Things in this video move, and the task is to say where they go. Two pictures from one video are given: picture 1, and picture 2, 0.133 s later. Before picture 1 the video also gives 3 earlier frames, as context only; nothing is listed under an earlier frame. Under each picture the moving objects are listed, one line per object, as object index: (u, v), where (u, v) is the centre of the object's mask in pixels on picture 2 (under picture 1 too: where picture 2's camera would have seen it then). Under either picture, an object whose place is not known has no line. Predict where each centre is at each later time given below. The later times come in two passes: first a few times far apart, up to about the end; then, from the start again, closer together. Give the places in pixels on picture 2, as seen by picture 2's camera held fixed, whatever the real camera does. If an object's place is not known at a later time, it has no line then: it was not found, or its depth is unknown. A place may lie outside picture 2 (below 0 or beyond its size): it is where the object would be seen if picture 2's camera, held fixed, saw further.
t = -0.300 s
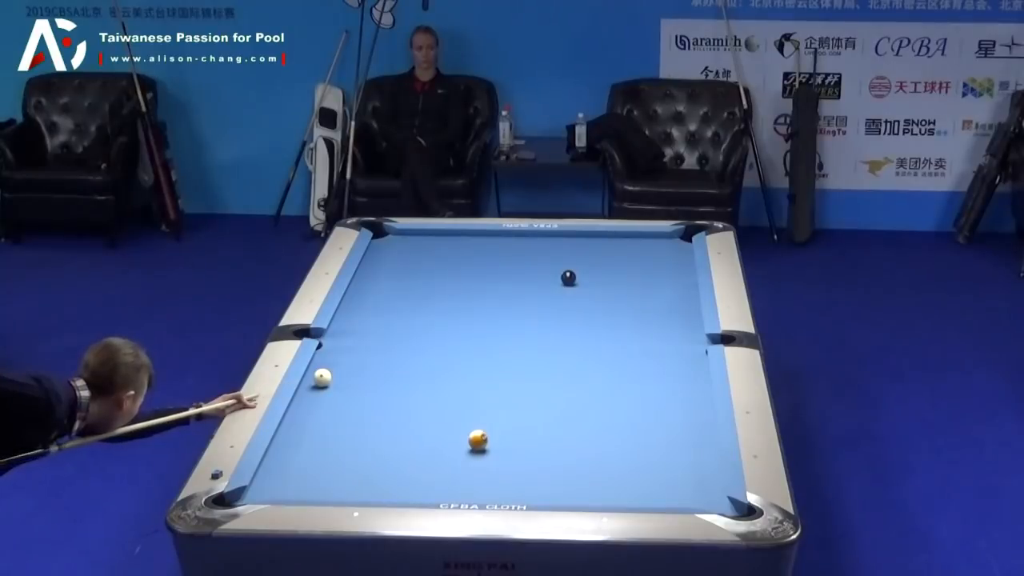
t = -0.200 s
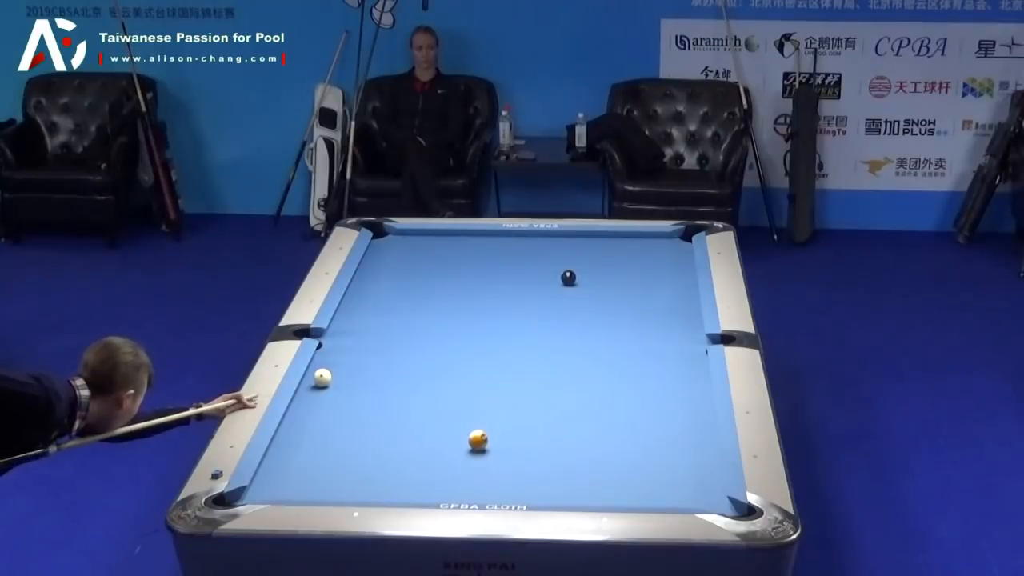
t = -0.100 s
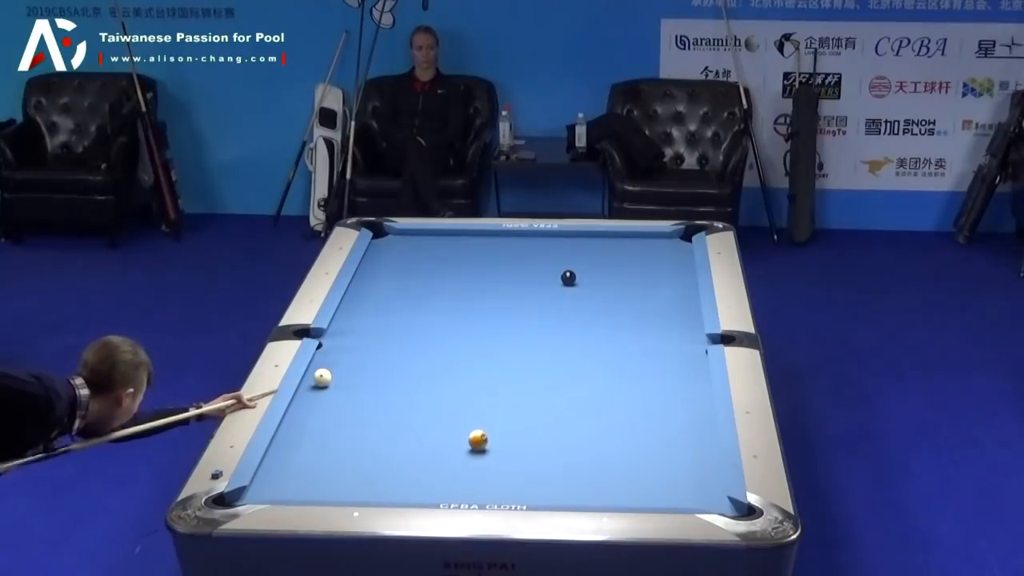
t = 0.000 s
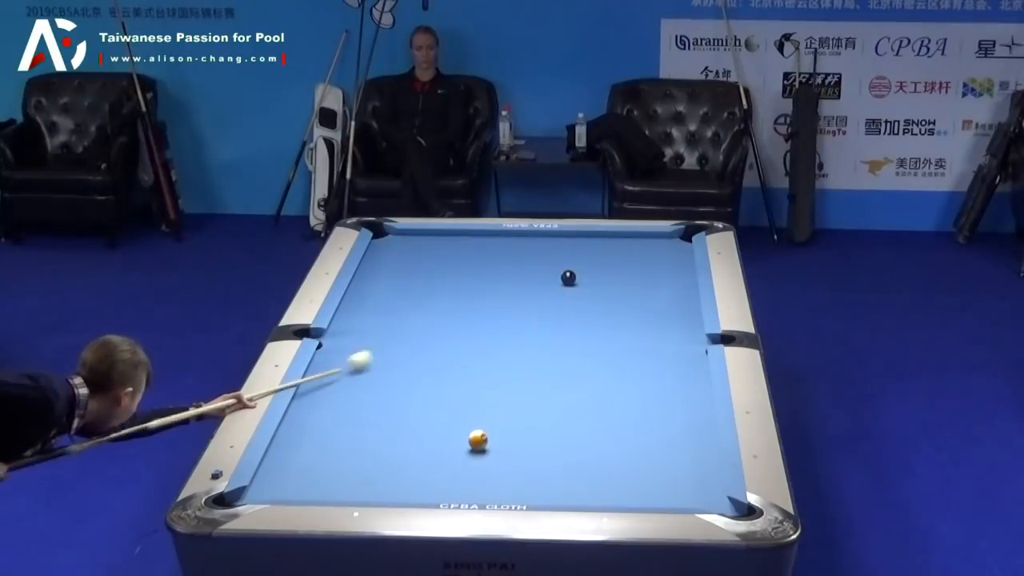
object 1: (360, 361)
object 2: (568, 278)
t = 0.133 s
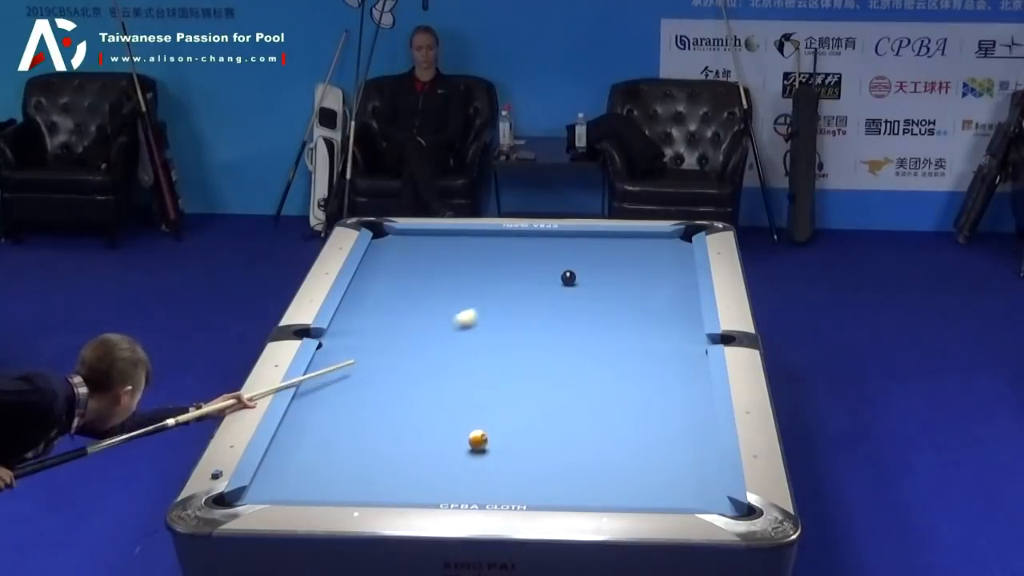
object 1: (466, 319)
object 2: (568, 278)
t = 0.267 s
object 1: (554, 282)
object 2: (569, 278)
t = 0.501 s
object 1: (556, 273)
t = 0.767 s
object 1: (575, 257)
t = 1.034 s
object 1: (605, 238)
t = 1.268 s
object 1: (623, 242)
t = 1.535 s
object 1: (640, 252)
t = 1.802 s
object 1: (658, 262)
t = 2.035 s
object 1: (674, 271)
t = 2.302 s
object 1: (689, 282)
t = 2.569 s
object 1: (681, 290)
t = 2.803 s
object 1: (674, 297)
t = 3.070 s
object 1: (667, 305)
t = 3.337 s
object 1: (660, 313)
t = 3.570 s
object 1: (654, 319)
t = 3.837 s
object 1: (648, 326)
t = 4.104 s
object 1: (642, 333)
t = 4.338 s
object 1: (637, 339)
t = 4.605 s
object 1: (630, 345)
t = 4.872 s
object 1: (626, 351)
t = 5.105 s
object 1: (621, 355)
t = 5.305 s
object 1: (619, 358)
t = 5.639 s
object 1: (611, 364)
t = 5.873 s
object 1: (608, 367)
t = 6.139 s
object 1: (605, 370)
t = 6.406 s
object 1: (601, 373)
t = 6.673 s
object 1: (599, 375)
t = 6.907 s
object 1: (597, 376)
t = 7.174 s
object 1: (595, 378)
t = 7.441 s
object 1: (595, 378)
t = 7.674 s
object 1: (594, 378)
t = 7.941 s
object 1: (594, 378)
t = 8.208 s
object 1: (594, 378)
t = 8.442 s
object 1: (594, 378)
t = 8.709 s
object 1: (594, 378)
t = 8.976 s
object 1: (594, 378)
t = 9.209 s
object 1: (594, 378)
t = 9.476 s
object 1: (594, 378)
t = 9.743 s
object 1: (594, 378)
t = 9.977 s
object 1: (594, 378)
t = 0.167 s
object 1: (489, 309)
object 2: (568, 278)
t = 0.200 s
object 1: (511, 300)
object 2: (568, 278)
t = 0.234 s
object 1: (533, 291)
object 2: (568, 278)
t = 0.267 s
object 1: (554, 282)
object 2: (569, 278)
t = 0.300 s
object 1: (556, 280)
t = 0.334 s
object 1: (555, 279)
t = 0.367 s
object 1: (555, 278)
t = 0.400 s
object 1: (554, 277)
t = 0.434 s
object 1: (554, 276)
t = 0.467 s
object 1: (555, 275)
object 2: (680, 241)
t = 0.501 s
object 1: (556, 273)
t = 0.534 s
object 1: (557, 271)
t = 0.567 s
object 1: (558, 270)
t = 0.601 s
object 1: (561, 268)
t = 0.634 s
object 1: (563, 266)
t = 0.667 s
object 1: (566, 264)
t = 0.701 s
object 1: (568, 262)
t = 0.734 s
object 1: (572, 259)
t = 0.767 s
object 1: (575, 257)
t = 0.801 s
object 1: (579, 255)
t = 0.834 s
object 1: (583, 252)
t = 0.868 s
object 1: (587, 250)
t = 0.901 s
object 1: (591, 247)
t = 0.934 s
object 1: (594, 245)
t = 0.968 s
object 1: (598, 243)
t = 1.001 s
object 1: (601, 241)
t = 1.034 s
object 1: (605, 238)
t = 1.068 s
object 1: (608, 236)
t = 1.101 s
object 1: (612, 234)
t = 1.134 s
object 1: (614, 236)
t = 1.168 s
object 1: (616, 237)
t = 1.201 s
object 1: (618, 239)
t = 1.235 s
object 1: (620, 240)
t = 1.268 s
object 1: (623, 242)
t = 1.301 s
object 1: (625, 243)
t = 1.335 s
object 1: (627, 244)
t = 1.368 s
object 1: (629, 245)
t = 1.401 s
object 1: (631, 247)
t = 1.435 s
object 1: (634, 248)
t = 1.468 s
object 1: (636, 250)
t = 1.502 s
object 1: (638, 251)
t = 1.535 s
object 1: (640, 252)
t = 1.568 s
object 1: (642, 253)
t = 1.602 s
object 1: (644, 255)
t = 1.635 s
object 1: (647, 256)
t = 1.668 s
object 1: (649, 257)
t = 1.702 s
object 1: (652, 258)
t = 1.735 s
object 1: (653, 260)
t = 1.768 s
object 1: (656, 261)
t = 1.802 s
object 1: (658, 262)
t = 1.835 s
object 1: (660, 263)
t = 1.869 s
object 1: (662, 265)
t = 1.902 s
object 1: (665, 266)
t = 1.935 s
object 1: (667, 267)
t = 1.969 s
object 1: (669, 269)
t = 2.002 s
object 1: (671, 270)
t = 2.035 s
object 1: (674, 271)
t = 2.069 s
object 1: (676, 273)
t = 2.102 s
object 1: (678, 274)
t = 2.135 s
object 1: (680, 275)
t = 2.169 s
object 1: (682, 276)
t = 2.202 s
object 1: (684, 278)
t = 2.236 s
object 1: (687, 279)
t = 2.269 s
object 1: (689, 280)
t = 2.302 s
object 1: (689, 282)
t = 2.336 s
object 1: (688, 283)
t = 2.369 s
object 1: (687, 284)
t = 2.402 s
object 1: (686, 285)
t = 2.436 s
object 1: (685, 286)
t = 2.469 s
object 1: (684, 287)
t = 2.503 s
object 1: (683, 288)
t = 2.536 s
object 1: (682, 289)
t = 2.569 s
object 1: (681, 290)
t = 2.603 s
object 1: (680, 291)
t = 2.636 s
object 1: (679, 292)
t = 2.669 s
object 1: (678, 293)
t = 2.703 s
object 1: (677, 294)
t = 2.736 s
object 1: (676, 295)
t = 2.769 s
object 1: (675, 296)
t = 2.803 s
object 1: (674, 297)
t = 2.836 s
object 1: (674, 298)
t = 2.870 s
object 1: (673, 299)
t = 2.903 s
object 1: (672, 300)
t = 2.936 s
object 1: (671, 301)
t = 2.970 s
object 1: (670, 302)
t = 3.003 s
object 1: (669, 303)
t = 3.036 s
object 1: (668, 304)
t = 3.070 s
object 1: (667, 305)
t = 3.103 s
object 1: (666, 306)
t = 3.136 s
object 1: (665, 307)
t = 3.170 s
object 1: (665, 308)
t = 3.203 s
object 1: (664, 309)
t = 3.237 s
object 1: (663, 310)
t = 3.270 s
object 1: (662, 311)
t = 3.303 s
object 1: (661, 312)
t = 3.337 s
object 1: (660, 313)
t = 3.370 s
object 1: (659, 314)
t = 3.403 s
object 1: (658, 315)
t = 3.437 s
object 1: (657, 315)
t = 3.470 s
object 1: (657, 317)
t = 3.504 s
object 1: (656, 317)
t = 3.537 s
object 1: (655, 318)
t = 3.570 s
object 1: (654, 319)
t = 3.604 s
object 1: (654, 320)
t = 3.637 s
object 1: (653, 321)
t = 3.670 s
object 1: (652, 322)
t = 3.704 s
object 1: (651, 323)
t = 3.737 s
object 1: (651, 324)
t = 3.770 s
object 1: (650, 325)
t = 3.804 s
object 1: (650, 326)
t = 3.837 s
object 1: (648, 326)
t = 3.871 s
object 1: (647, 327)
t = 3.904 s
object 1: (647, 328)
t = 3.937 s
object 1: (646, 329)
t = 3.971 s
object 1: (645, 330)
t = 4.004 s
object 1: (644, 331)
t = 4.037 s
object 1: (643, 331)
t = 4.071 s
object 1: (642, 332)
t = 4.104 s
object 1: (642, 333)
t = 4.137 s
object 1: (641, 334)
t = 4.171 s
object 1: (640, 335)
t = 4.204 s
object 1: (639, 335)
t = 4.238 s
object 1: (639, 336)
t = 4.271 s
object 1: (638, 337)
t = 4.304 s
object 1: (637, 338)
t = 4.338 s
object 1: (637, 339)
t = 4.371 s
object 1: (636, 339)
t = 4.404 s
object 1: (635, 340)
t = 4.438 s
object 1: (635, 341)
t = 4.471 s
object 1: (634, 342)
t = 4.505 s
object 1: (633, 342)
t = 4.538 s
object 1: (632, 343)
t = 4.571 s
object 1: (631, 344)
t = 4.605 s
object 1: (630, 345)
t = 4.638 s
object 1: (629, 346)
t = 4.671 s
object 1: (629, 346)
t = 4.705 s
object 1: (629, 347)
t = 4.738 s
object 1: (628, 348)
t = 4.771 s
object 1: (627, 348)
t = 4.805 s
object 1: (627, 349)
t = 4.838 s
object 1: (626, 350)
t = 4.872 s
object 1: (626, 351)
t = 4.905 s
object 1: (625, 351)
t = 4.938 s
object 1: (625, 352)
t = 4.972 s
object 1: (623, 352)
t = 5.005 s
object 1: (622, 353)
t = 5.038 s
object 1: (622, 354)
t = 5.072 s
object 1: (622, 354)
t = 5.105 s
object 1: (621, 355)
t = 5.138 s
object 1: (620, 356)
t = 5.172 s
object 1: (620, 356)
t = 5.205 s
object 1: (619, 357)
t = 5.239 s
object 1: (619, 357)
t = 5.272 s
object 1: (618, 358)
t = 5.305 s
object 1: (619, 358)
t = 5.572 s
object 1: (612, 363)
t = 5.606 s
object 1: (612, 363)
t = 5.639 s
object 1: (611, 364)
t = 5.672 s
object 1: (611, 364)
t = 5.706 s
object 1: (611, 365)
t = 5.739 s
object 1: (610, 366)
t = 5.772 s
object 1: (610, 366)
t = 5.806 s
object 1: (609, 366)
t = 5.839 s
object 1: (609, 367)
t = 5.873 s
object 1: (608, 367)
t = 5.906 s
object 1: (608, 368)
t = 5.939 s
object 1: (607, 368)
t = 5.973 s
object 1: (607, 368)
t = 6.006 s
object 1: (606, 369)
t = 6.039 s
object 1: (606, 369)
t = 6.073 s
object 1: (605, 370)
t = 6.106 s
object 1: (605, 370)
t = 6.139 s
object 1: (605, 370)
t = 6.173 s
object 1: (604, 371)
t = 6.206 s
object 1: (604, 371)
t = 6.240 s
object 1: (603, 371)
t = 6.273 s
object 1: (603, 372)
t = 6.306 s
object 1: (603, 372)
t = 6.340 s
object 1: (602, 373)
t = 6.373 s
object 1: (602, 373)
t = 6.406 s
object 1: (601, 373)
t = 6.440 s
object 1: (601, 373)
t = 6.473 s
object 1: (601, 374)
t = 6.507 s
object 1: (600, 374)
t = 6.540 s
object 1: (600, 374)
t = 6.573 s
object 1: (600, 374)
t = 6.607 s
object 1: (599, 375)
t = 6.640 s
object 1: (599, 375)
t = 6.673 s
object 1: (599, 375)
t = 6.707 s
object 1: (599, 376)
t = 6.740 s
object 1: (598, 376)
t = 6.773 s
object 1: (598, 376)
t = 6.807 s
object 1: (598, 376)
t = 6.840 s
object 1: (598, 376)
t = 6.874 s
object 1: (597, 376)
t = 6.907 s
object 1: (597, 376)
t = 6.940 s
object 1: (597, 377)
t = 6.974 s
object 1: (597, 377)
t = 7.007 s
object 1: (596, 377)
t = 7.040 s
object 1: (596, 377)
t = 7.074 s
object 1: (596, 377)
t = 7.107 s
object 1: (596, 377)
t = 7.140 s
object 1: (595, 378)
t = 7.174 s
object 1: (595, 378)
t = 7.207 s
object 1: (596, 378)
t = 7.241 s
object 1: (595, 378)
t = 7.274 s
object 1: (595, 378)
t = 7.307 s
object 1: (595, 378)
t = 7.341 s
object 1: (595, 378)
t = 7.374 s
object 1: (595, 378)
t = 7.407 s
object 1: (595, 378)
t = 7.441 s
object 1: (595, 378)
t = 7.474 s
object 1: (595, 378)
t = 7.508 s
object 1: (595, 378)
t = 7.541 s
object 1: (595, 378)
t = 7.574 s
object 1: (594, 378)
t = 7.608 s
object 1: (594, 378)
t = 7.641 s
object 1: (594, 378)
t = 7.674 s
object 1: (594, 378)
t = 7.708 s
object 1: (594, 378)
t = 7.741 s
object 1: (594, 378)
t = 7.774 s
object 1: (594, 378)
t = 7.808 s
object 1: (594, 378)
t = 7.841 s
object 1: (594, 378)
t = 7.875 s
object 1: (594, 378)
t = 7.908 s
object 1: (594, 378)
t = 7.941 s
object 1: (594, 378)
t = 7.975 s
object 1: (594, 378)
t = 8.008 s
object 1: (594, 378)
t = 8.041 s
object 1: (594, 378)
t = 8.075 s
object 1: (594, 378)
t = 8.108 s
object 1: (594, 378)
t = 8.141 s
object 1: (594, 378)
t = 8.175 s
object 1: (594, 378)
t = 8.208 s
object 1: (594, 378)
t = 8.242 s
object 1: (594, 378)
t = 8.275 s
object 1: (594, 378)
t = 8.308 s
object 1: (594, 378)
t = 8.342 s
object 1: (594, 378)
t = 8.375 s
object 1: (594, 378)
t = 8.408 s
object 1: (594, 378)
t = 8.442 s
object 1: (594, 378)
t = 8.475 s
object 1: (594, 378)
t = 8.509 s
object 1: (594, 378)
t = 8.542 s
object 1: (594, 378)
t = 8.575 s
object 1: (594, 378)
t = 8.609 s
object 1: (594, 378)
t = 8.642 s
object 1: (594, 378)
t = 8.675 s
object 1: (594, 378)
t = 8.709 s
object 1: (594, 378)
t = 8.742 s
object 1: (594, 378)
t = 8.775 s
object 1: (594, 378)
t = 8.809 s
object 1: (594, 378)
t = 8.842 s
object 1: (594, 378)
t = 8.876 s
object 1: (594, 378)
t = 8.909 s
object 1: (594, 378)
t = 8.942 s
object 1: (594, 378)
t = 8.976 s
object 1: (594, 378)
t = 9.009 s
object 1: (594, 378)
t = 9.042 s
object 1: (594, 378)
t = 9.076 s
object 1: (594, 378)
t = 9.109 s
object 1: (594, 378)
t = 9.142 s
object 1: (594, 378)
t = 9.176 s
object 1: (594, 378)
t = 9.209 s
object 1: (594, 378)
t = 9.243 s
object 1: (594, 378)
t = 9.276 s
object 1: (594, 378)
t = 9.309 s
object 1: (594, 378)
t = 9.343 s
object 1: (594, 378)
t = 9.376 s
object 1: (594, 378)
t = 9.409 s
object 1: (594, 378)
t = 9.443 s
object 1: (594, 378)
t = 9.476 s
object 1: (594, 378)
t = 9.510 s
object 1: (594, 378)
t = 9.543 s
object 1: (594, 378)
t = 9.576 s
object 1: (594, 378)
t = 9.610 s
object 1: (594, 378)
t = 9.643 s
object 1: (594, 378)
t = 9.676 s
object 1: (594, 378)
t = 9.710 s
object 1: (594, 378)
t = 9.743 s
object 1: (594, 378)
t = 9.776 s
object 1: (594, 378)
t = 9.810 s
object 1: (594, 378)
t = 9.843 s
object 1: (594, 378)
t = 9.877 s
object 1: (594, 378)
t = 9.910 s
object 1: (594, 378)
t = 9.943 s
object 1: (594, 378)
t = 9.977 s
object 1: (594, 378)
